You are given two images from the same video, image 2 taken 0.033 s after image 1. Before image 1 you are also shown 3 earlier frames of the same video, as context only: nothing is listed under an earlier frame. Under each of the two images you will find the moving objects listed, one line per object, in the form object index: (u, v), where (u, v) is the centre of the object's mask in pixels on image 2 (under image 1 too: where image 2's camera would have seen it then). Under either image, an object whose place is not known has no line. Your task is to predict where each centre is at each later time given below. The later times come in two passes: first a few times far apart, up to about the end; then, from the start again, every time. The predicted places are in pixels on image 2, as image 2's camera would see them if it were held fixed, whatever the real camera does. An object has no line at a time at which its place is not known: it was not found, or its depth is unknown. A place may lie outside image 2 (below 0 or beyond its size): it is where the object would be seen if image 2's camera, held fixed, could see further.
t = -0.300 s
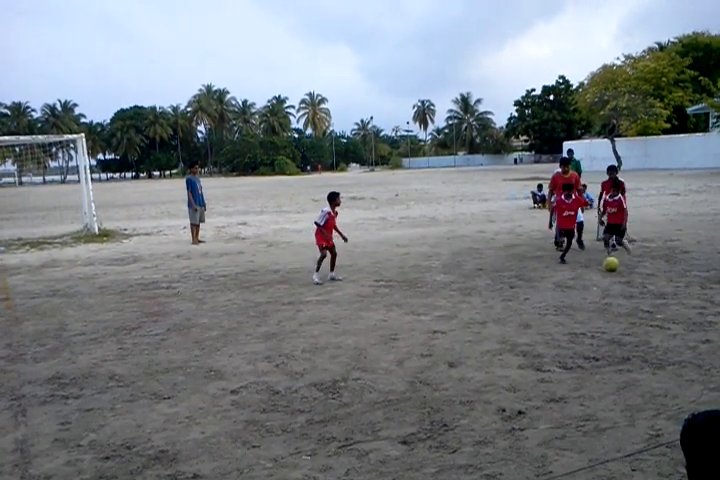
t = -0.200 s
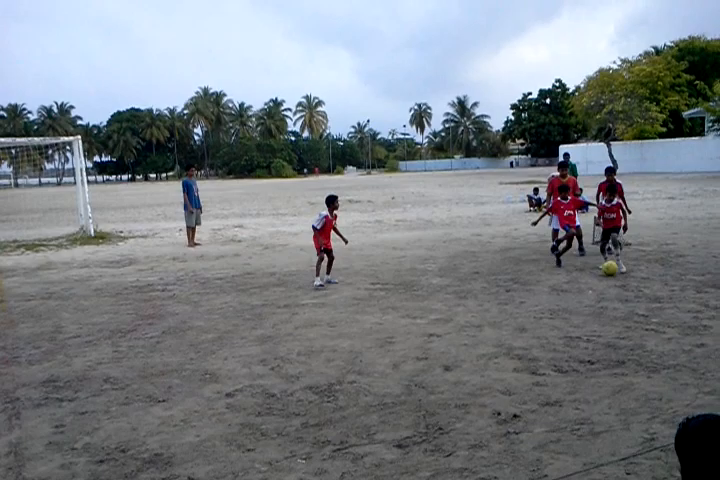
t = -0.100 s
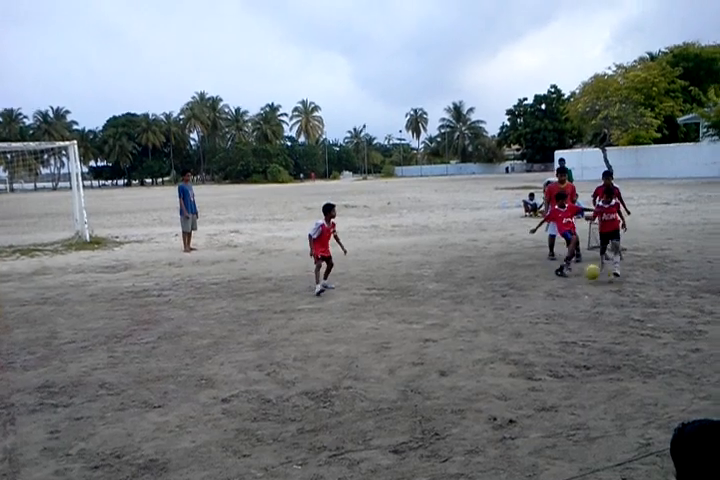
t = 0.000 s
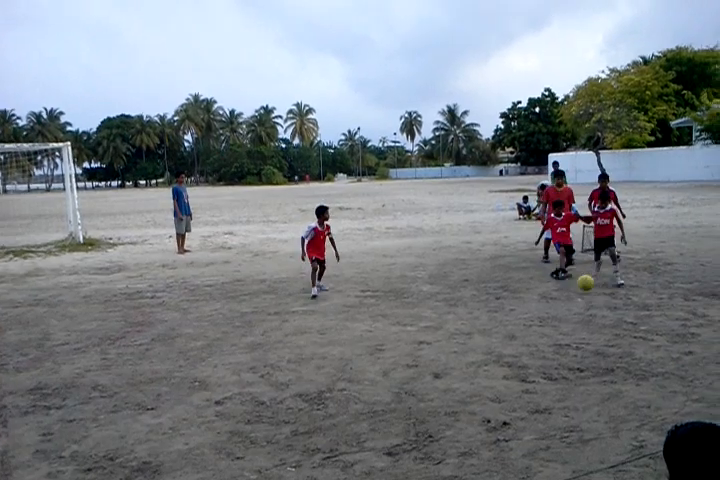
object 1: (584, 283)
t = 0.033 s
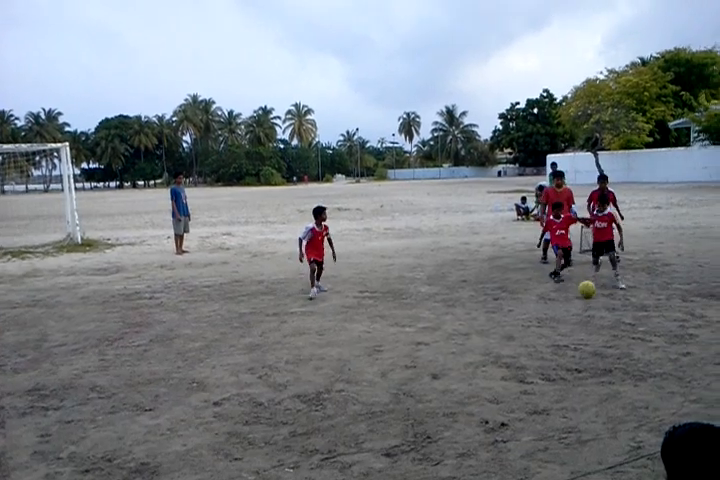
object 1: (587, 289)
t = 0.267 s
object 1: (610, 307)
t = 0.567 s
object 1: (648, 330)
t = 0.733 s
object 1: (674, 345)
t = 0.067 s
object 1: (590, 293)
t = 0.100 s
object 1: (593, 295)
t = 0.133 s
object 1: (597, 298)
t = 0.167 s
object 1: (600, 301)
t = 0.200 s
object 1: (604, 303)
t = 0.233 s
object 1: (607, 305)
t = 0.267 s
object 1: (610, 307)
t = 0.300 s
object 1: (614, 310)
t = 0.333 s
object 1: (618, 313)
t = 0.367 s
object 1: (622, 315)
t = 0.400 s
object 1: (625, 318)
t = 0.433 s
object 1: (629, 319)
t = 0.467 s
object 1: (635, 322)
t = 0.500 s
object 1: (639, 325)
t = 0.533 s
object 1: (644, 327)
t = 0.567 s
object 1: (648, 330)
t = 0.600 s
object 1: (653, 333)
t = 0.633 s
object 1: (658, 335)
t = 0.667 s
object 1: (663, 337)
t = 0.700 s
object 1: (669, 341)
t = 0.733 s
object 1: (674, 345)
